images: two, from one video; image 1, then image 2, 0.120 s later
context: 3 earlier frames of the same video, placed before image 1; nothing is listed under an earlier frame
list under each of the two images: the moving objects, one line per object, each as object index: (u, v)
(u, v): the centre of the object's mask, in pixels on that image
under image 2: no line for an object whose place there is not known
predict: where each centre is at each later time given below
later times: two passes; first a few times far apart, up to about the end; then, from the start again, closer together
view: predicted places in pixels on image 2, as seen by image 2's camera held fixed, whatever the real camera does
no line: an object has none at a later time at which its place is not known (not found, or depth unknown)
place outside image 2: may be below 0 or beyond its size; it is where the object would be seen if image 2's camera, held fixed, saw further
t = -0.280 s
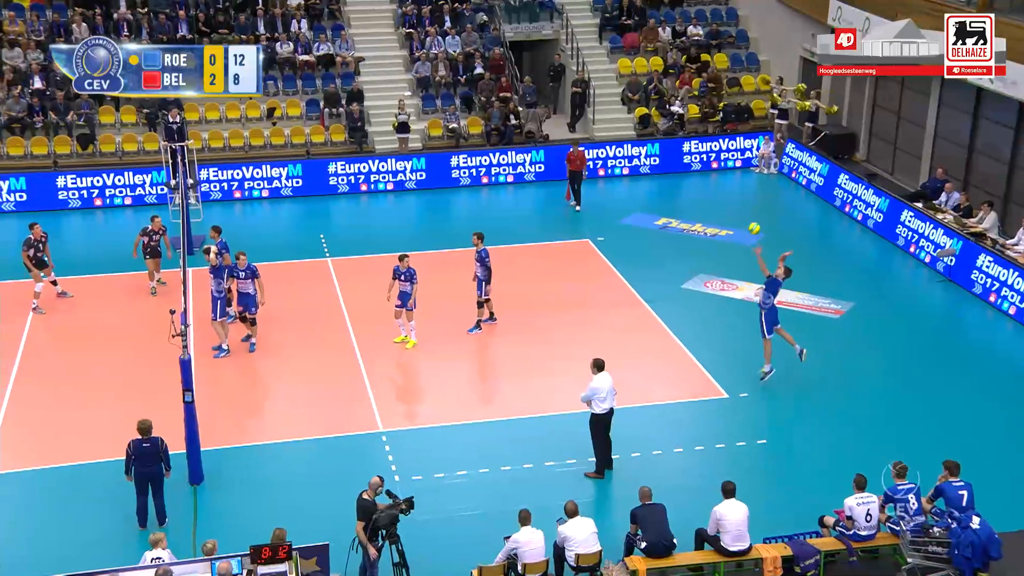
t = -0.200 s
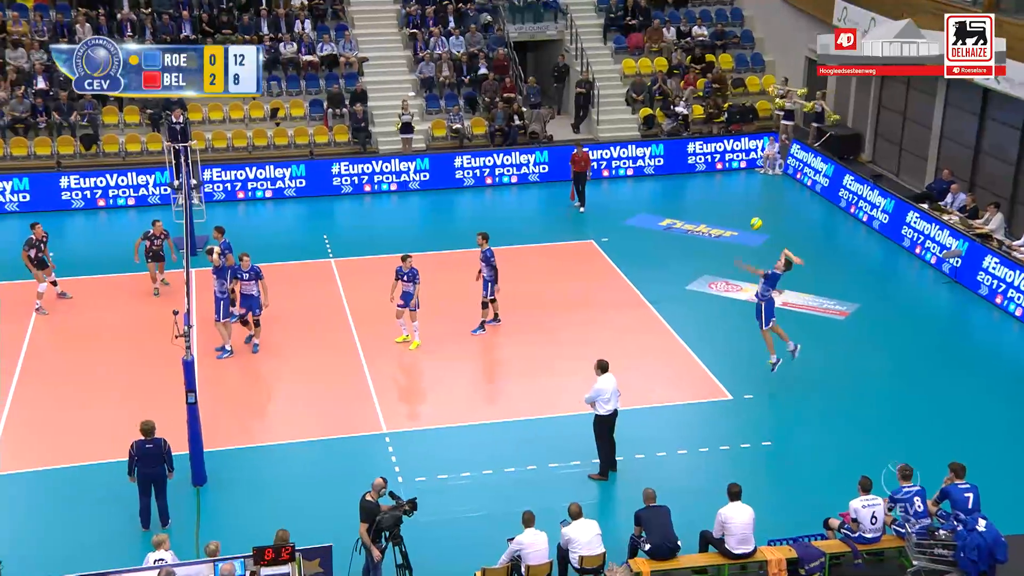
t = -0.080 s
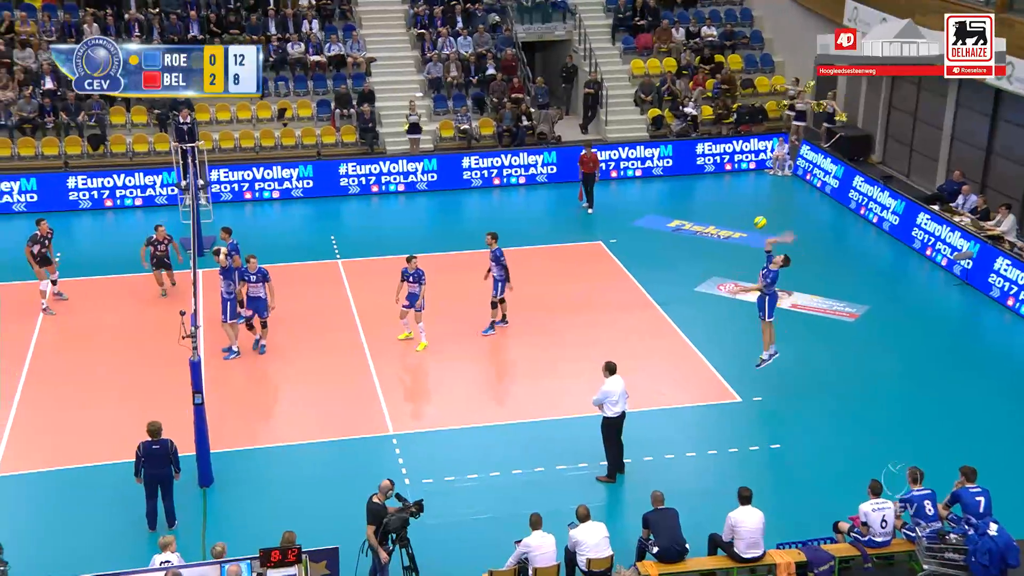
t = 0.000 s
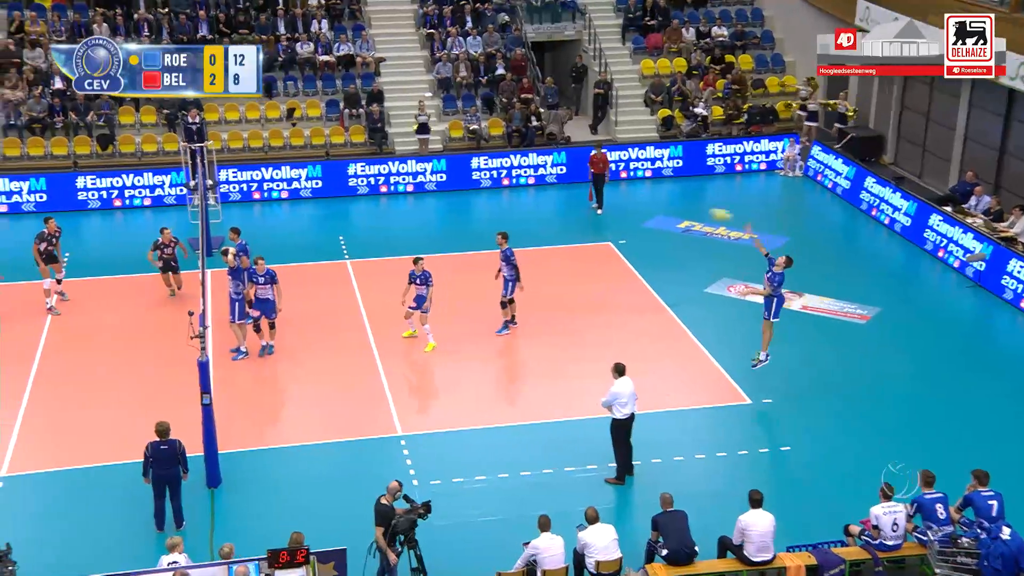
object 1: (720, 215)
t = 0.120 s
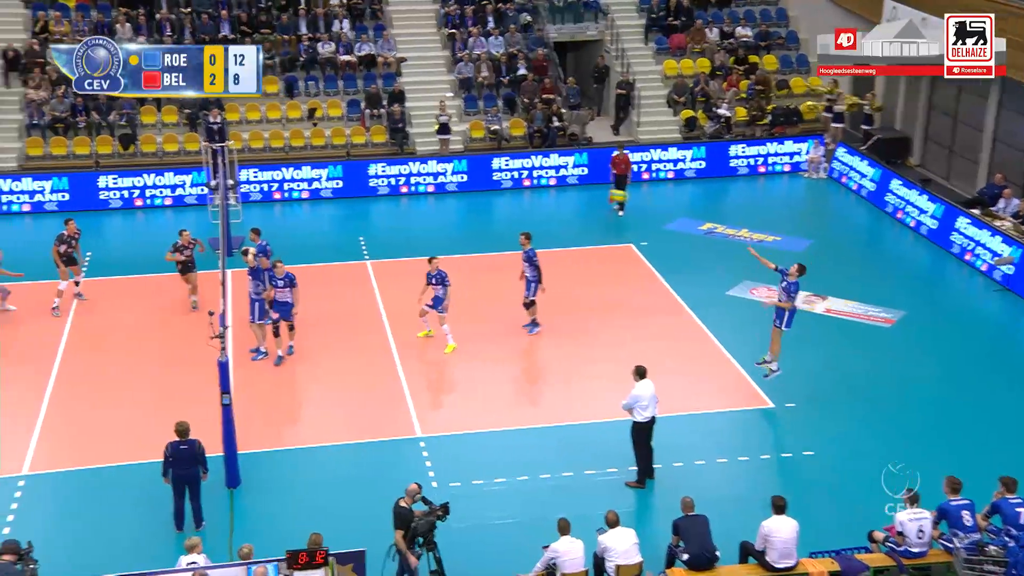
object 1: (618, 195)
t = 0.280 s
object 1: (466, 180)
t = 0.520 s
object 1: (260, 185)
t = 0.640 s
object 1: (168, 200)
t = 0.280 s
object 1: (466, 180)
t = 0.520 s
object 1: (260, 185)
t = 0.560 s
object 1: (230, 188)
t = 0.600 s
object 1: (198, 195)
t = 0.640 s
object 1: (168, 200)
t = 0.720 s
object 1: (111, 215)
